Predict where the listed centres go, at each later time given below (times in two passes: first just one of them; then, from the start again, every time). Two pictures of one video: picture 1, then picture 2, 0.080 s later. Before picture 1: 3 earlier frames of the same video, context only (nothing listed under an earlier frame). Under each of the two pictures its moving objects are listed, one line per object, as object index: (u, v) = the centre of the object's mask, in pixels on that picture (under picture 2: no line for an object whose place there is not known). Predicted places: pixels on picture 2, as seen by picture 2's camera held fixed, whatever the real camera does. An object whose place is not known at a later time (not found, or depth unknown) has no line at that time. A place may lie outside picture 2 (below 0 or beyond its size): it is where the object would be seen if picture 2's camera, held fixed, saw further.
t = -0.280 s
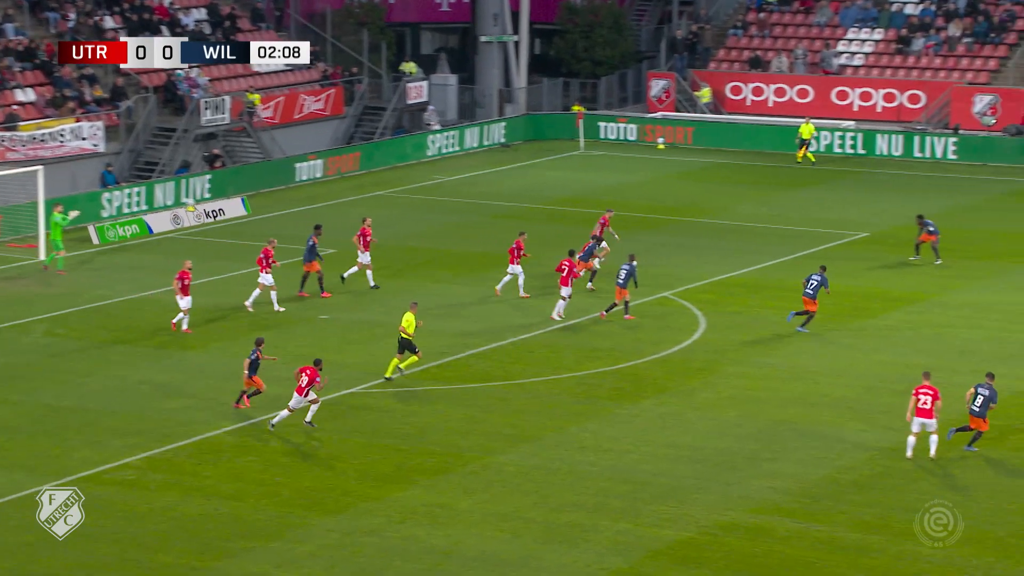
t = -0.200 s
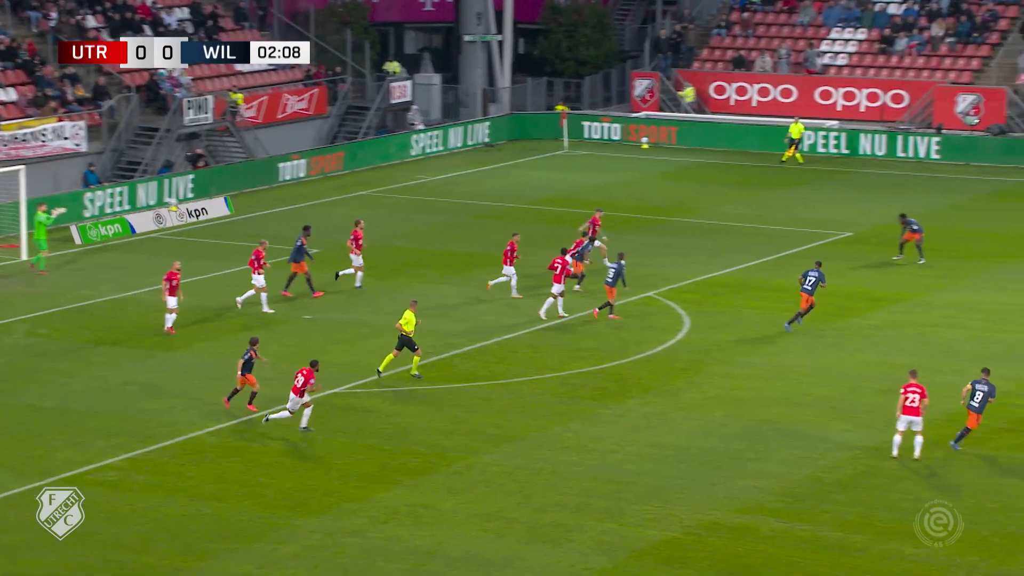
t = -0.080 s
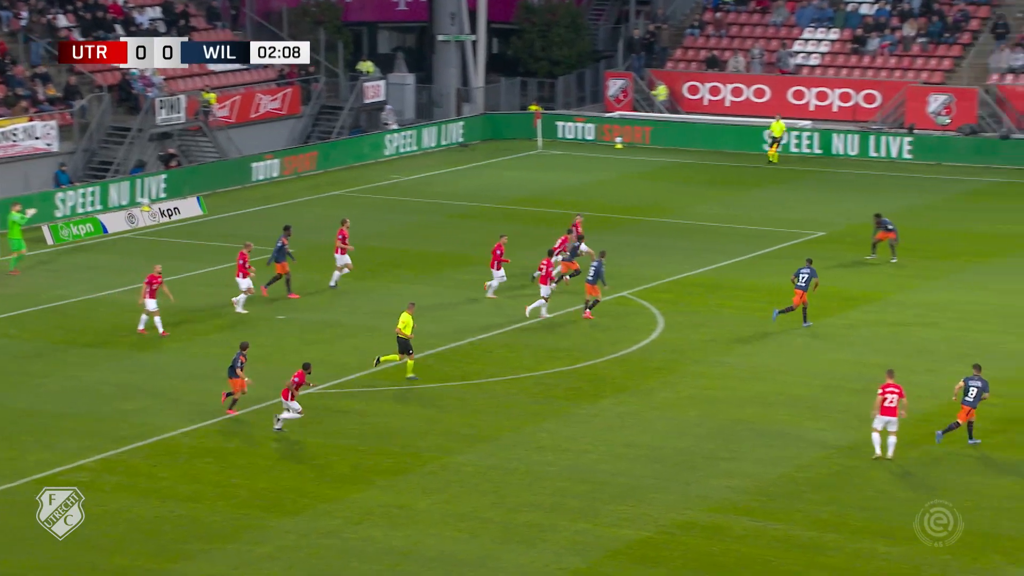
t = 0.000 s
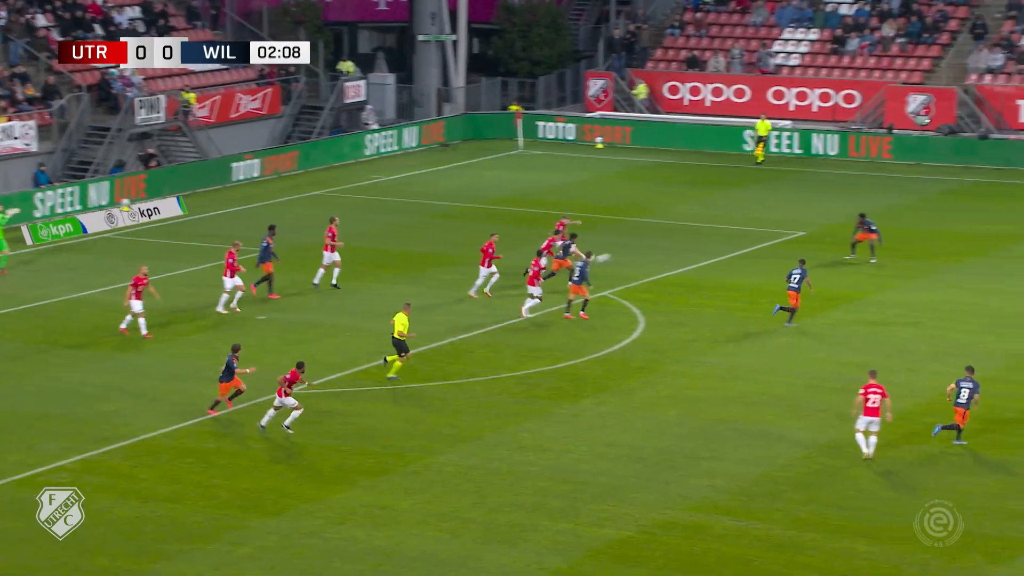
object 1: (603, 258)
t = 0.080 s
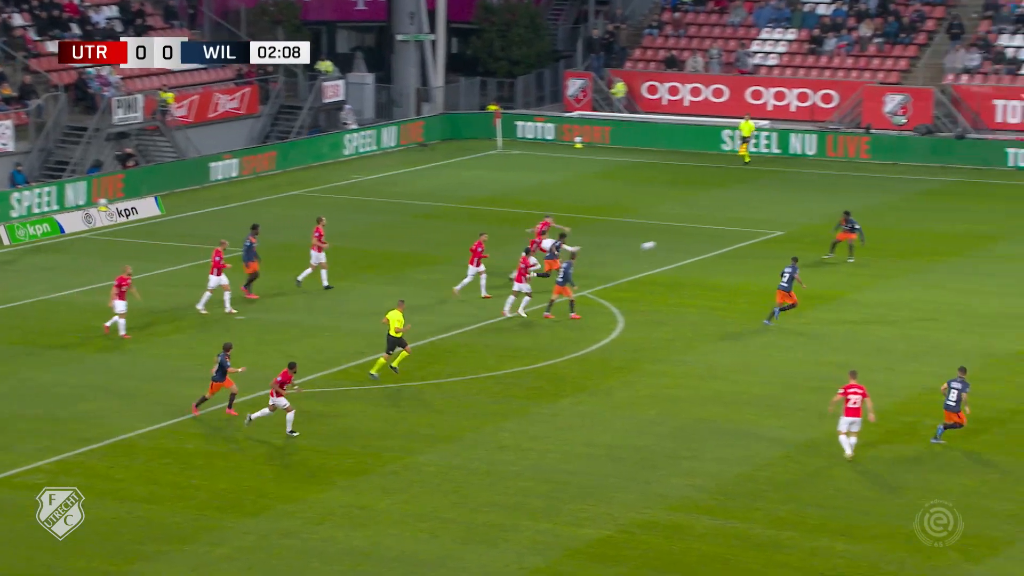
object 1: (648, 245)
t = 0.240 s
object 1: (775, 227)
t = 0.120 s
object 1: (680, 239)
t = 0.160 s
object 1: (712, 235)
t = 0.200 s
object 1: (743, 231)
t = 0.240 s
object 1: (775, 227)
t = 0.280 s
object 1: (806, 224)
